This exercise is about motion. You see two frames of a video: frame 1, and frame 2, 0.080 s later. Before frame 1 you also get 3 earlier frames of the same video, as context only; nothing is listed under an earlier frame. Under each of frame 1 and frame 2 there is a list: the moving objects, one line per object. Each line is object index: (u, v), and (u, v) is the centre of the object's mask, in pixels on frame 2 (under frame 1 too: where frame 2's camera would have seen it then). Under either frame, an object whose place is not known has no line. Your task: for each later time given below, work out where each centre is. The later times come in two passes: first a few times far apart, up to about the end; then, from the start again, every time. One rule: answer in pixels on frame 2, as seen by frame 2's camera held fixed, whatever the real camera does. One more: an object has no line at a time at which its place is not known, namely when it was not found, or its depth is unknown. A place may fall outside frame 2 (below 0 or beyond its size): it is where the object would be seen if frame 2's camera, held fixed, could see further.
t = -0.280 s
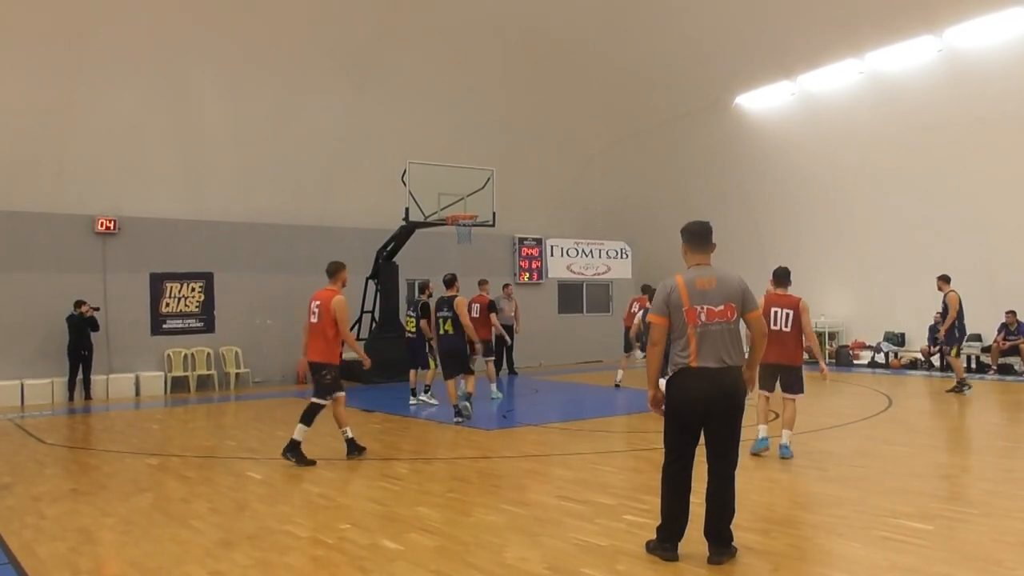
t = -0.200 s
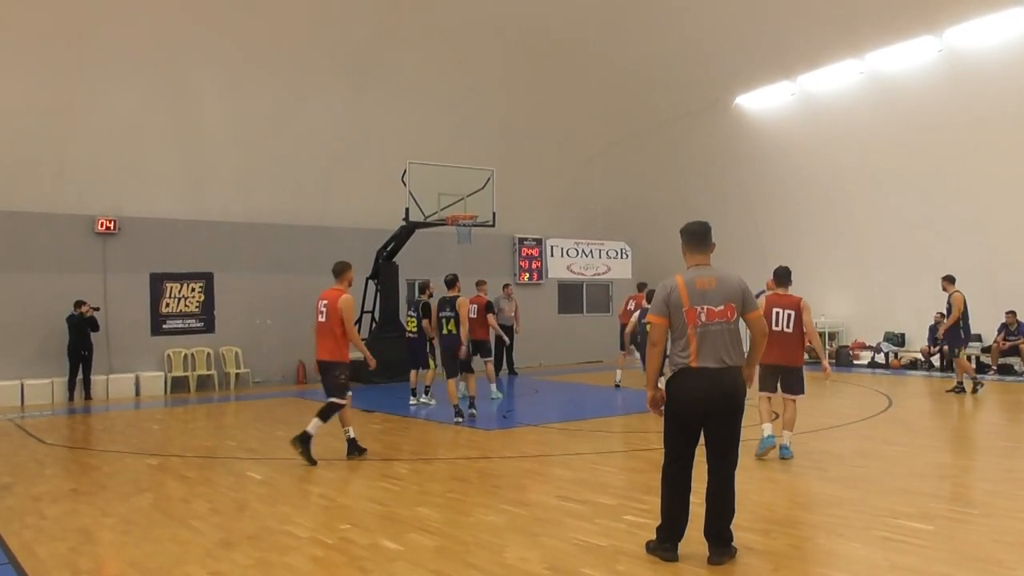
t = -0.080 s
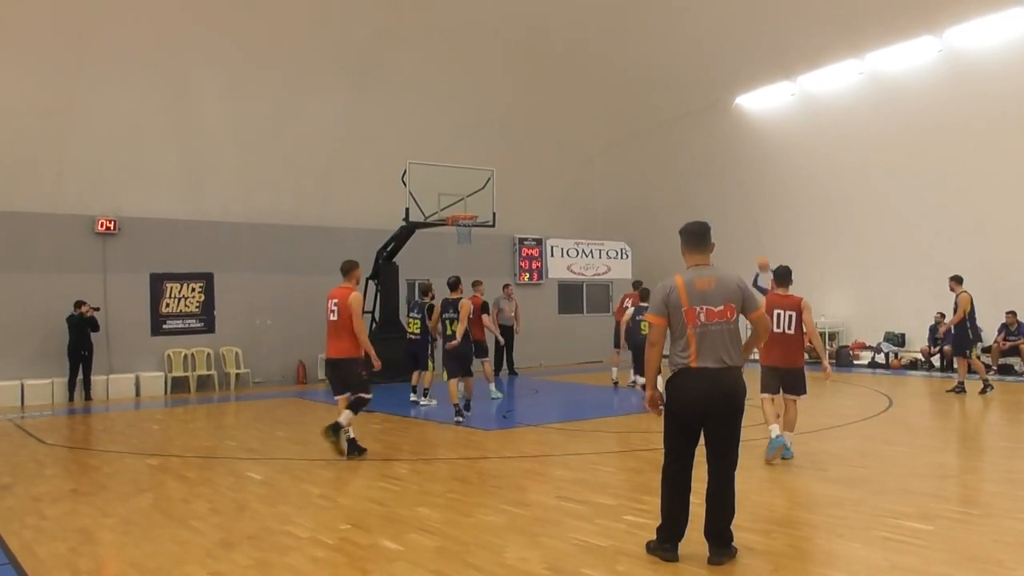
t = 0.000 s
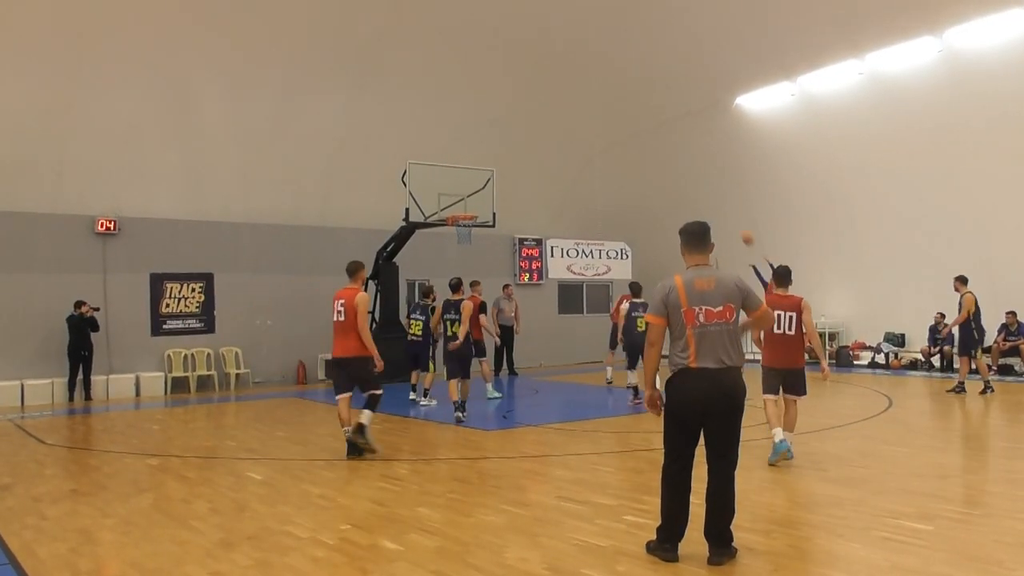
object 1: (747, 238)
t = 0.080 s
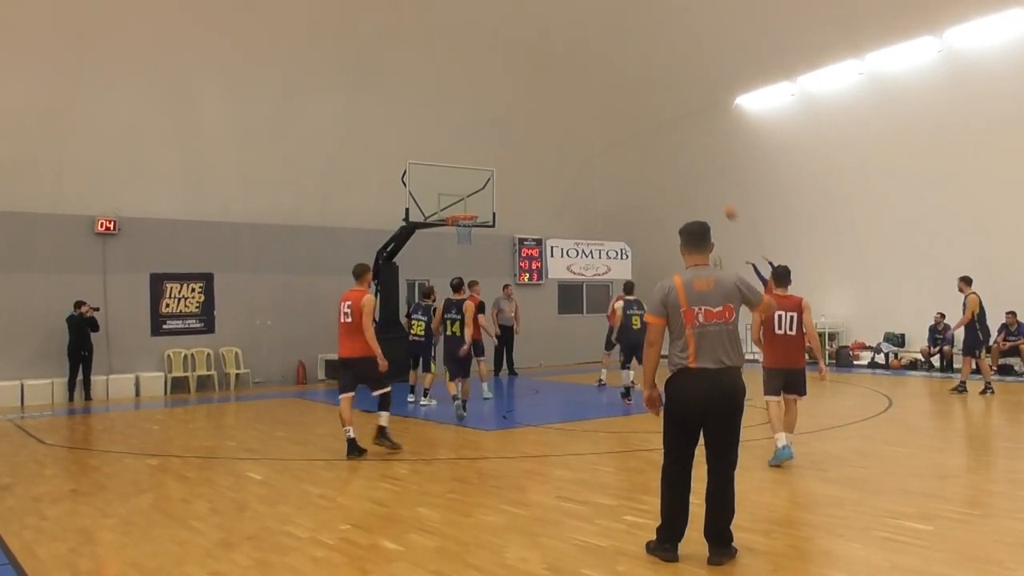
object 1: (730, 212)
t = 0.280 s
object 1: (686, 161)
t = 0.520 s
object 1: (631, 121)
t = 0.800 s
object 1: (565, 108)
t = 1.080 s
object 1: (494, 136)
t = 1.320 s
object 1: (429, 196)
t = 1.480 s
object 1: (382, 258)
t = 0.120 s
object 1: (722, 202)
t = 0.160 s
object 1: (712, 189)
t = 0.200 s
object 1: (704, 179)
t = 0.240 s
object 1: (696, 170)
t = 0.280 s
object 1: (686, 161)
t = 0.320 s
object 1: (678, 153)
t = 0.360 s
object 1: (669, 145)
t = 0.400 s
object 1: (660, 137)
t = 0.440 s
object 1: (651, 132)
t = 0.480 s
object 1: (641, 126)
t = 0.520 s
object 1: (631, 121)
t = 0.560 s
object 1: (622, 116)
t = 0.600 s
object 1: (612, 113)
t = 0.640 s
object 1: (603, 110)
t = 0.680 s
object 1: (593, 109)
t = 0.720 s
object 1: (584, 108)
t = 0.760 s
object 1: (575, 108)
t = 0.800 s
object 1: (565, 108)
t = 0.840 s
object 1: (555, 110)
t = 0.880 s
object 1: (546, 112)
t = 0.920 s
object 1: (535, 115)
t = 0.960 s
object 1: (525, 119)
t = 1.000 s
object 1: (515, 124)
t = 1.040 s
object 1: (504, 130)
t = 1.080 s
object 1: (494, 136)
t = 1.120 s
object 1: (483, 144)
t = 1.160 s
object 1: (473, 152)
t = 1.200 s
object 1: (462, 162)
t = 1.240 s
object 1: (451, 173)
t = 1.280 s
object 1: (439, 184)
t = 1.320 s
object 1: (429, 196)
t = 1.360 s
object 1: (416, 212)
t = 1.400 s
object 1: (405, 227)
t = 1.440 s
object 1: (393, 243)
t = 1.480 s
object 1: (382, 258)
